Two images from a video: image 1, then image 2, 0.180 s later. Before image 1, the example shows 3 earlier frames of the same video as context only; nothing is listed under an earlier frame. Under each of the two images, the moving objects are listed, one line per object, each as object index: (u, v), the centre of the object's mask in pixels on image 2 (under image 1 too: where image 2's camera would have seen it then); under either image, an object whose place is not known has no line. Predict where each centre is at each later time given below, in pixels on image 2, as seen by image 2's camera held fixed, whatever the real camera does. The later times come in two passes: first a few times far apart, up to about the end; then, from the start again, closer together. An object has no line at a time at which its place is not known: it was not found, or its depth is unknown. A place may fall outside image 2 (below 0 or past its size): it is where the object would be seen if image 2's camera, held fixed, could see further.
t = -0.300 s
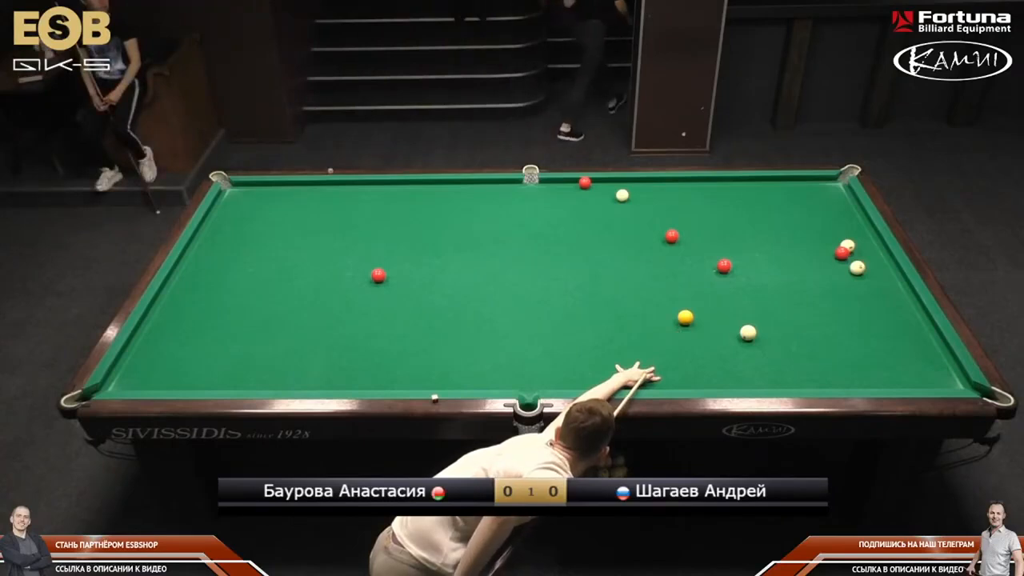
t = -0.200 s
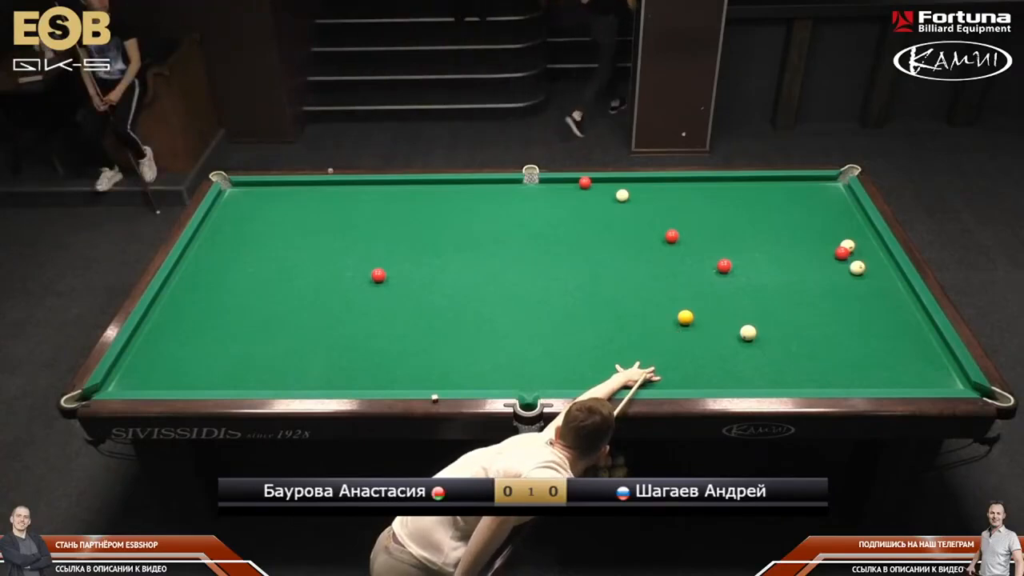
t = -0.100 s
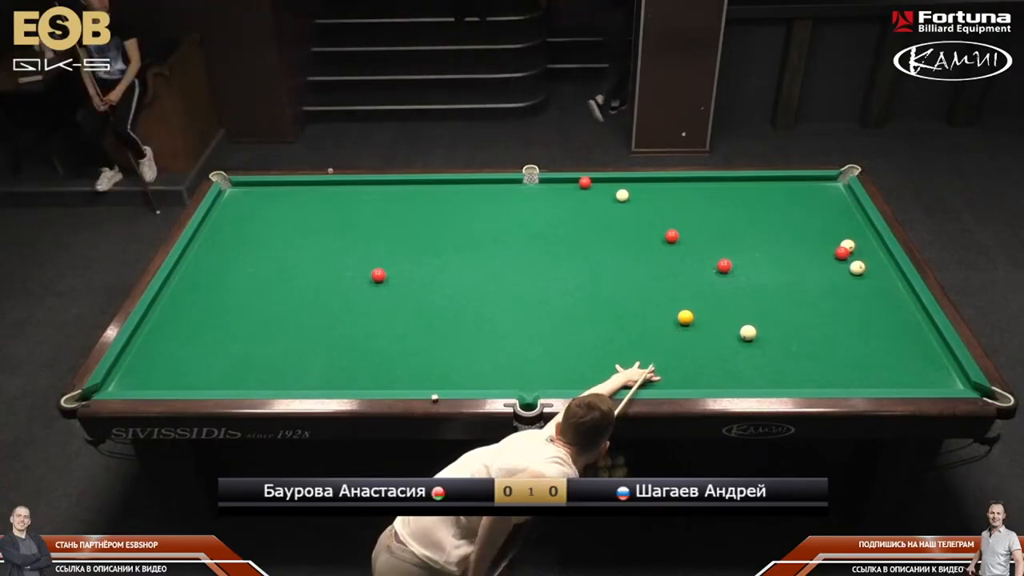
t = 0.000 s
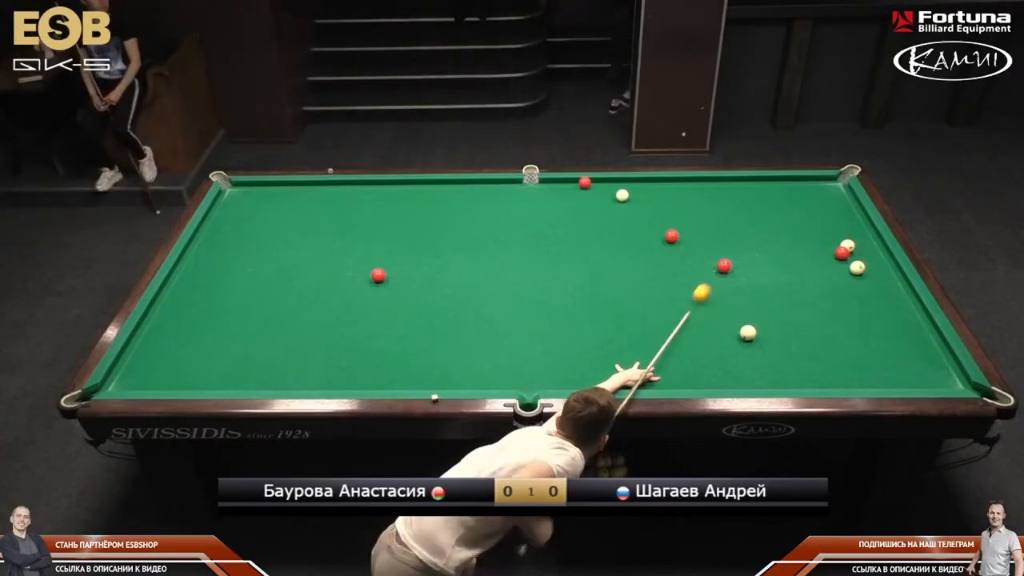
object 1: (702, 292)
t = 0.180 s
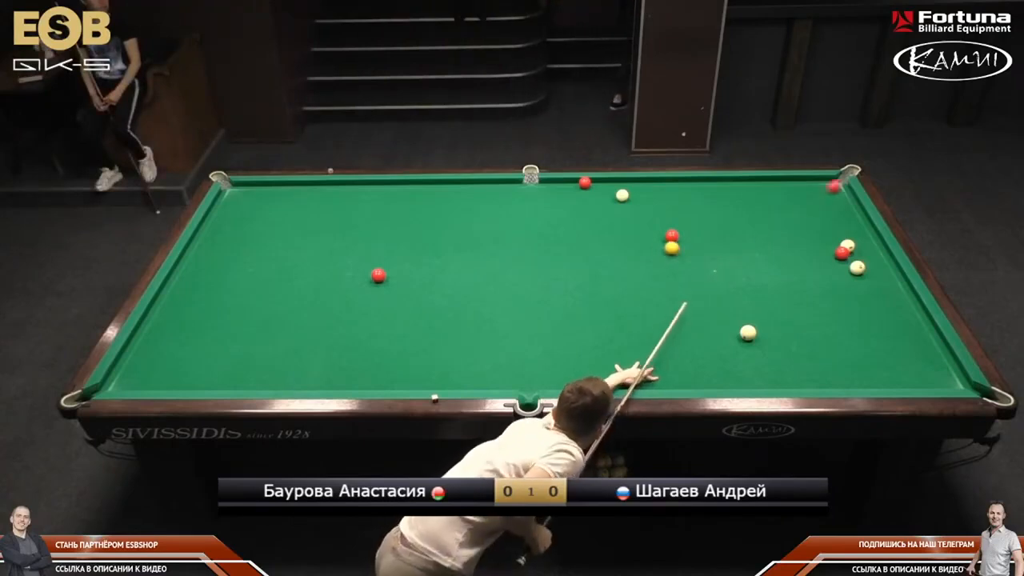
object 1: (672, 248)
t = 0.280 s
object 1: (646, 236)
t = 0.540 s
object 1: (589, 216)
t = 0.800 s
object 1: (538, 200)
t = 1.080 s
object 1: (487, 185)
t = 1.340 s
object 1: (435, 189)
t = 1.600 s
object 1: (380, 197)
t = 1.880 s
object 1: (321, 206)
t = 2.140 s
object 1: (265, 215)
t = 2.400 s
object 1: (209, 224)
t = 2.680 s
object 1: (226, 238)
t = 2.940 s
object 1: (248, 253)
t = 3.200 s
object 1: (271, 268)
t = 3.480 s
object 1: (295, 284)
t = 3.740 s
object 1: (319, 300)
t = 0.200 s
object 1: (666, 245)
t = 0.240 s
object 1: (656, 240)
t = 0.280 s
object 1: (646, 236)
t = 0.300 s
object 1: (641, 234)
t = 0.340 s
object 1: (632, 230)
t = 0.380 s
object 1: (623, 227)
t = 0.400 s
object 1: (619, 225)
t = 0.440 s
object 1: (610, 222)
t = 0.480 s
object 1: (601, 220)
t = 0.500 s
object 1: (597, 219)
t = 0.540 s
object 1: (589, 216)
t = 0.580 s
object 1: (581, 214)
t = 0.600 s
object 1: (577, 212)
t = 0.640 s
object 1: (569, 210)
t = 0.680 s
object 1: (561, 208)
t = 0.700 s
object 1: (557, 206)
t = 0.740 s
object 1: (549, 204)
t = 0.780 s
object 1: (542, 202)
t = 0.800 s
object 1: (538, 200)
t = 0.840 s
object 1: (530, 198)
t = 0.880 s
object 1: (523, 196)
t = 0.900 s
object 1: (519, 195)
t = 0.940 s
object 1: (512, 192)
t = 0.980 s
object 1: (505, 191)
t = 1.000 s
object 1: (501, 189)
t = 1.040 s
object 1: (494, 187)
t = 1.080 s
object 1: (487, 185)
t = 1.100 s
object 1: (484, 184)
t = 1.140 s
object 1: (477, 182)
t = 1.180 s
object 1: (468, 183)
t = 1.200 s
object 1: (464, 184)
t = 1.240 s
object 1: (456, 185)
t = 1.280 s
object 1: (447, 187)
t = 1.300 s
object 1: (443, 187)
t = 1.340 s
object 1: (435, 189)
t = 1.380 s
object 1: (427, 190)
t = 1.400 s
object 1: (422, 190)
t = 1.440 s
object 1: (414, 192)
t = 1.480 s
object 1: (405, 193)
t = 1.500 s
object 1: (401, 194)
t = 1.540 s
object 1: (393, 195)
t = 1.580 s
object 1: (384, 197)
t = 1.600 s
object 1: (380, 197)
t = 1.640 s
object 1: (371, 198)
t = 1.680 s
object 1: (363, 199)
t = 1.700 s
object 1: (359, 200)
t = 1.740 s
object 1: (350, 201)
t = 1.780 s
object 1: (342, 203)
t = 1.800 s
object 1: (338, 204)
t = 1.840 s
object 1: (329, 205)
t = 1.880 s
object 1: (321, 206)
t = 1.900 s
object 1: (316, 207)
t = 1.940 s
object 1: (308, 208)
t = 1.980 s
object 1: (299, 209)
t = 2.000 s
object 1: (295, 210)
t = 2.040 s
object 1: (286, 212)
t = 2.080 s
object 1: (278, 213)
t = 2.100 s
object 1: (274, 213)
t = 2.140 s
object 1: (265, 215)
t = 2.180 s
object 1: (256, 216)
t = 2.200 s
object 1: (252, 217)
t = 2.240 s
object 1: (243, 218)
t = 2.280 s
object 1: (235, 220)
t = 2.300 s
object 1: (231, 220)
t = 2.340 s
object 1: (222, 222)
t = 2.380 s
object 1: (213, 223)
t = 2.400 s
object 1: (209, 224)
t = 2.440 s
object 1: (205, 225)
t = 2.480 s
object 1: (209, 228)
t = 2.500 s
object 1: (211, 229)
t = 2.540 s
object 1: (215, 231)
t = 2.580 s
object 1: (218, 233)
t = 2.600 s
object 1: (220, 234)
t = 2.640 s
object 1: (223, 236)
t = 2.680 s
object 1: (226, 238)
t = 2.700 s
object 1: (228, 240)
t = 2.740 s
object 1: (231, 242)
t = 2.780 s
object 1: (235, 244)
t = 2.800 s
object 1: (236, 245)
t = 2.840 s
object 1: (240, 247)
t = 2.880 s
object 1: (243, 249)
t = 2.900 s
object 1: (245, 250)
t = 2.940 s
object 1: (248, 253)
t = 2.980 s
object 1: (252, 255)
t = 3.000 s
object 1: (253, 256)
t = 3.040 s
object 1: (256, 258)
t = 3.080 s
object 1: (260, 261)
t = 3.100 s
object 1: (262, 262)
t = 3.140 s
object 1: (265, 264)
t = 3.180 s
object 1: (269, 266)
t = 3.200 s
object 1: (271, 268)
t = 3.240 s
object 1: (274, 270)
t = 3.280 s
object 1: (278, 272)
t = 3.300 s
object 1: (279, 273)
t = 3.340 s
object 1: (283, 276)
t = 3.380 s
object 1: (286, 278)
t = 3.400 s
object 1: (288, 279)
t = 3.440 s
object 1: (291, 282)
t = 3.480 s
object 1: (295, 284)
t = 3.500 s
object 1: (297, 285)
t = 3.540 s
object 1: (301, 287)
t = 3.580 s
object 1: (304, 290)
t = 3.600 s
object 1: (306, 291)
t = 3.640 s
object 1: (310, 293)
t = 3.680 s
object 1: (313, 296)
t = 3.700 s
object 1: (315, 297)
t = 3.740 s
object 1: (319, 300)
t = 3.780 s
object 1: (322, 302)
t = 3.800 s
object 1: (324, 303)
